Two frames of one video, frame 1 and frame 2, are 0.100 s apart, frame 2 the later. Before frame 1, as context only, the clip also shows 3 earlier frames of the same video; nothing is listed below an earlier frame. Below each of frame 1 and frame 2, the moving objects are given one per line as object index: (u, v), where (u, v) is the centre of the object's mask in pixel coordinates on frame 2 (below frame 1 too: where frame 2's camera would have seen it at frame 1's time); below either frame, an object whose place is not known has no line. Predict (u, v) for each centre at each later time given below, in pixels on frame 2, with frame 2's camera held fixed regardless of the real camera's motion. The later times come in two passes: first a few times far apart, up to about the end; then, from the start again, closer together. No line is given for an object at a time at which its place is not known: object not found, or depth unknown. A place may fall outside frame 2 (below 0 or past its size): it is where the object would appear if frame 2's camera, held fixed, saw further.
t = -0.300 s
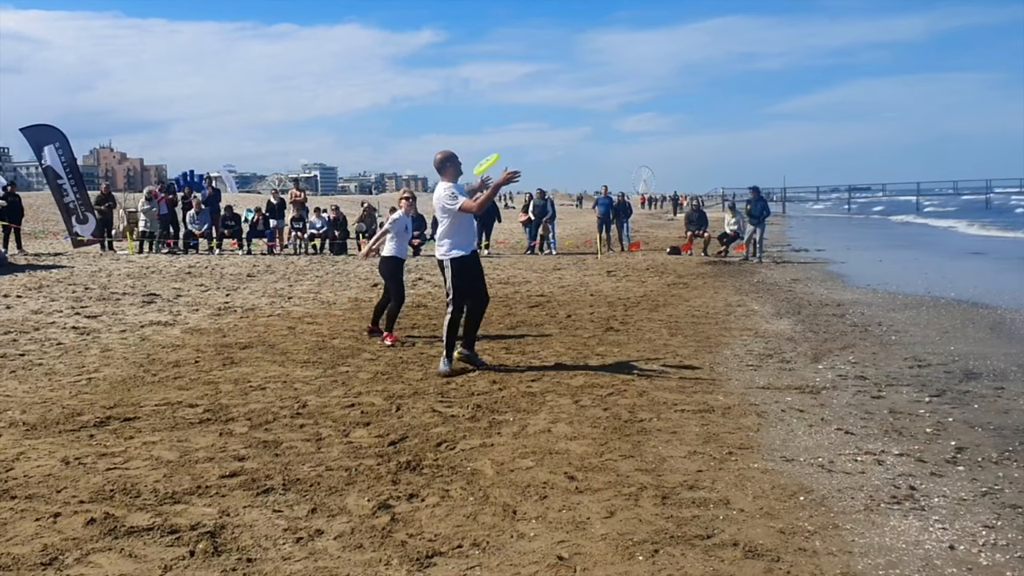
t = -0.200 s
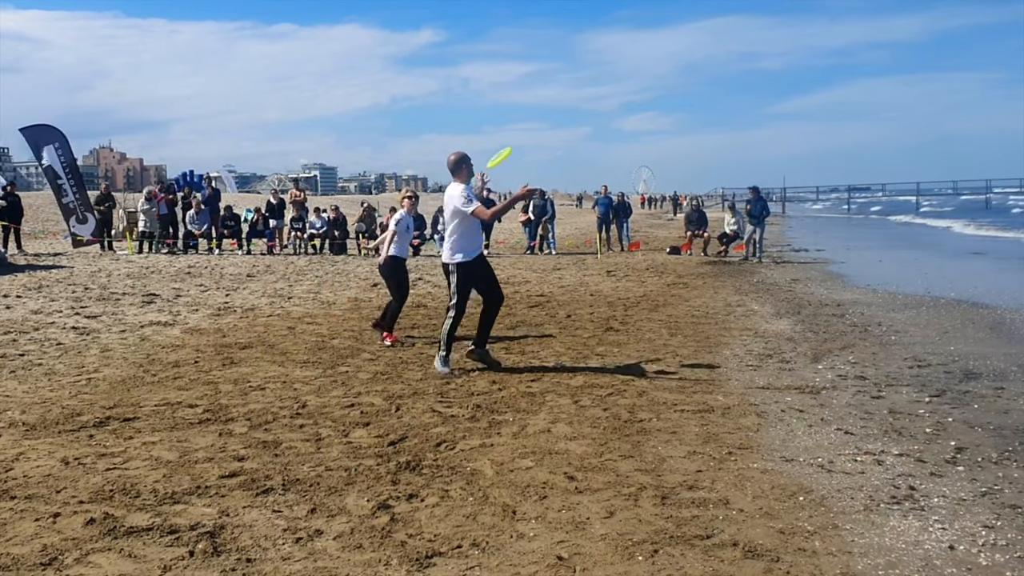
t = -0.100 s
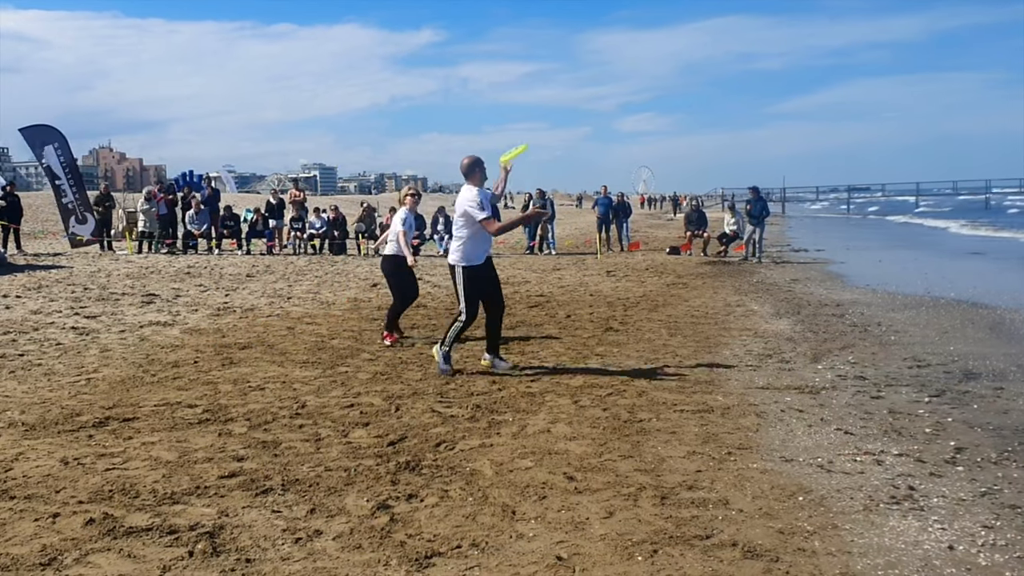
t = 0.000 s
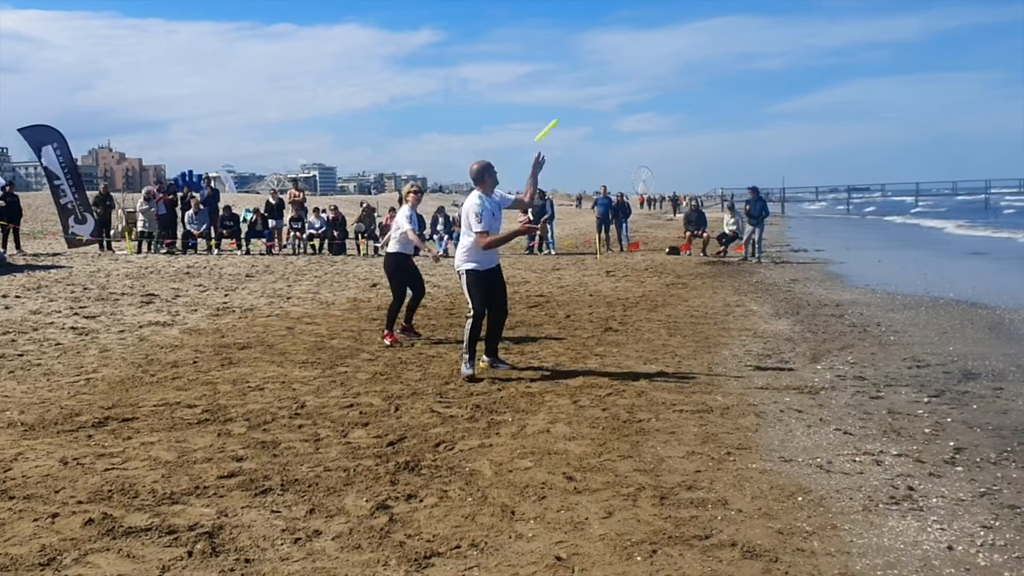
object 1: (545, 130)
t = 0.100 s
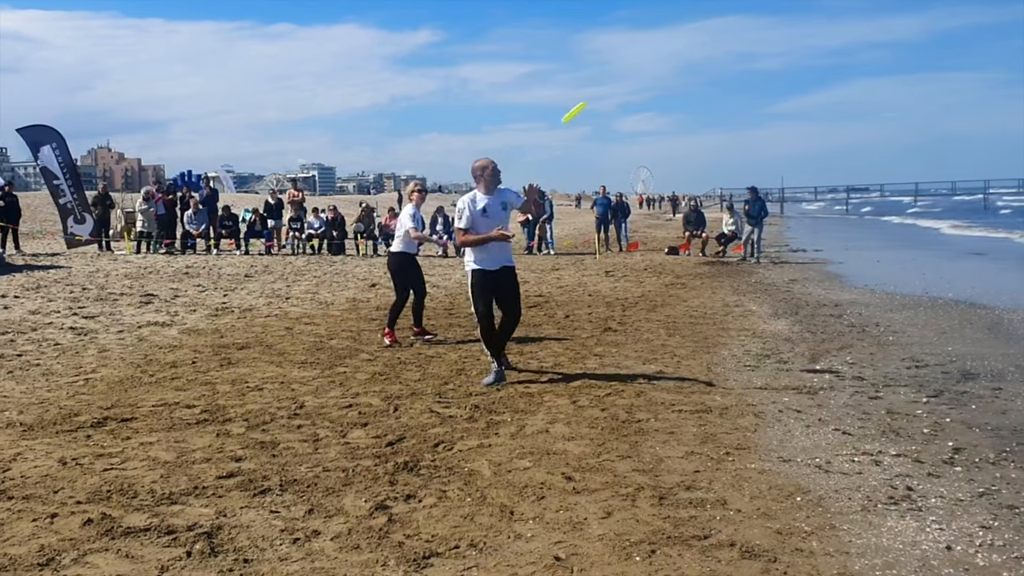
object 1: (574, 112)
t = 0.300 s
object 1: (618, 92)
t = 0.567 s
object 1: (657, 99)
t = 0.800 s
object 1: (669, 141)
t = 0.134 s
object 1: (583, 107)
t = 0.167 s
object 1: (592, 102)
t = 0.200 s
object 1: (598, 99)
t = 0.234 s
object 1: (605, 97)
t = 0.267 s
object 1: (612, 95)
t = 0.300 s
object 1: (618, 92)
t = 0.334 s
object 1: (625, 90)
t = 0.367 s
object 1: (632, 89)
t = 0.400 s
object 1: (636, 89)
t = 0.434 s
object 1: (641, 91)
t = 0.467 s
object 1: (646, 91)
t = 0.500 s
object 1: (651, 94)
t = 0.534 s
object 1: (654, 96)
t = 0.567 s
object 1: (657, 99)
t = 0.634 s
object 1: (663, 107)
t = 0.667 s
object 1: (664, 113)
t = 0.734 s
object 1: (668, 125)
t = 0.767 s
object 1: (668, 132)
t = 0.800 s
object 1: (669, 141)
